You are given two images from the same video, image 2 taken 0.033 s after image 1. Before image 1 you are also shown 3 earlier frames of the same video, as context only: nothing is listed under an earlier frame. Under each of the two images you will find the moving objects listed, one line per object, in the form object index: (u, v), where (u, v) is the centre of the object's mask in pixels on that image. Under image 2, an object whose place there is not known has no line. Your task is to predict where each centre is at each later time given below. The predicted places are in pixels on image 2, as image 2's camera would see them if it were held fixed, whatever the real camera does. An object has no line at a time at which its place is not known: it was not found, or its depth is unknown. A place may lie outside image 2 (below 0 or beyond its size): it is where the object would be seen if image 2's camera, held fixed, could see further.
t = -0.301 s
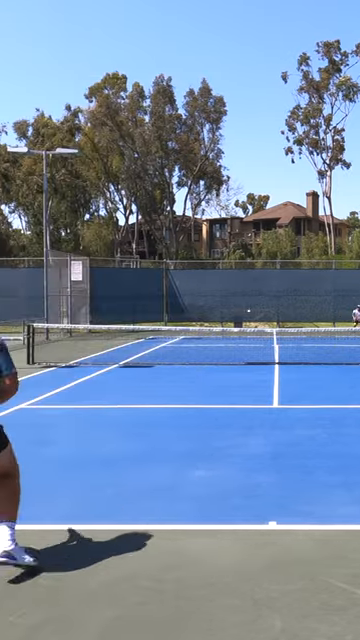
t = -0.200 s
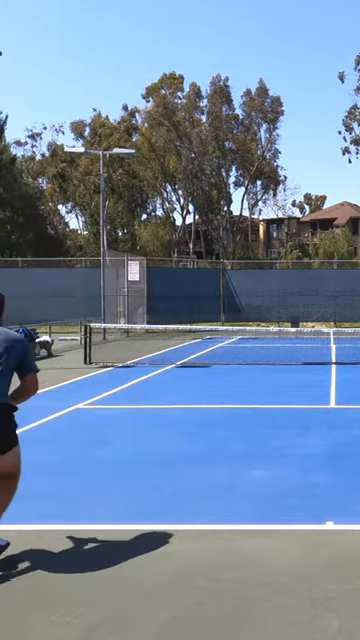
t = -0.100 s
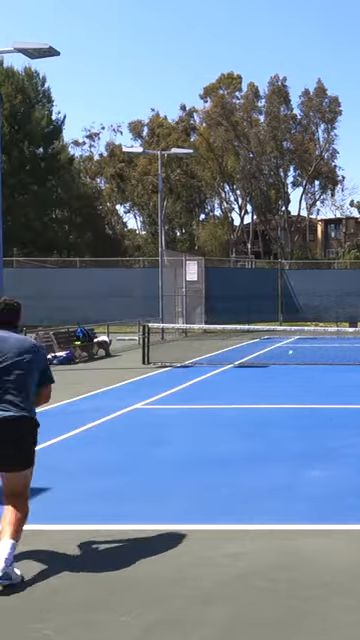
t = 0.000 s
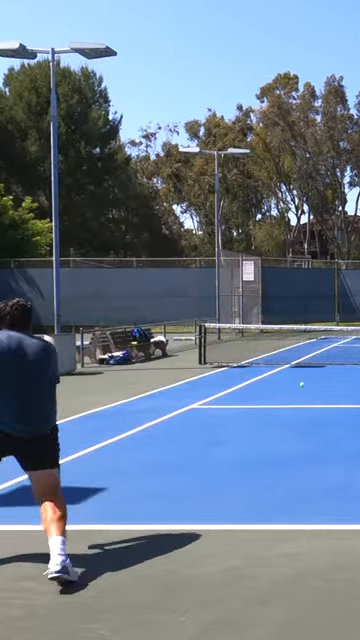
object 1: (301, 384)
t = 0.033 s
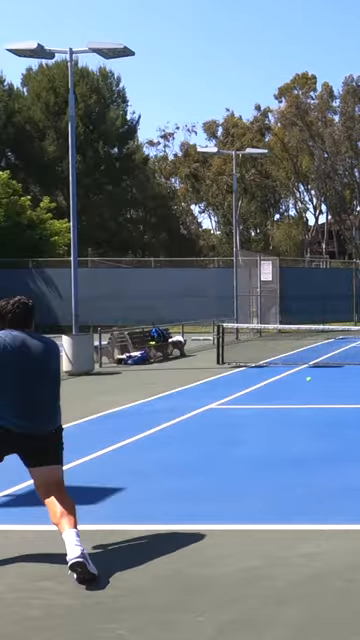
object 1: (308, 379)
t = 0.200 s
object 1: (245, 362)
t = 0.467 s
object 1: (94, 376)
